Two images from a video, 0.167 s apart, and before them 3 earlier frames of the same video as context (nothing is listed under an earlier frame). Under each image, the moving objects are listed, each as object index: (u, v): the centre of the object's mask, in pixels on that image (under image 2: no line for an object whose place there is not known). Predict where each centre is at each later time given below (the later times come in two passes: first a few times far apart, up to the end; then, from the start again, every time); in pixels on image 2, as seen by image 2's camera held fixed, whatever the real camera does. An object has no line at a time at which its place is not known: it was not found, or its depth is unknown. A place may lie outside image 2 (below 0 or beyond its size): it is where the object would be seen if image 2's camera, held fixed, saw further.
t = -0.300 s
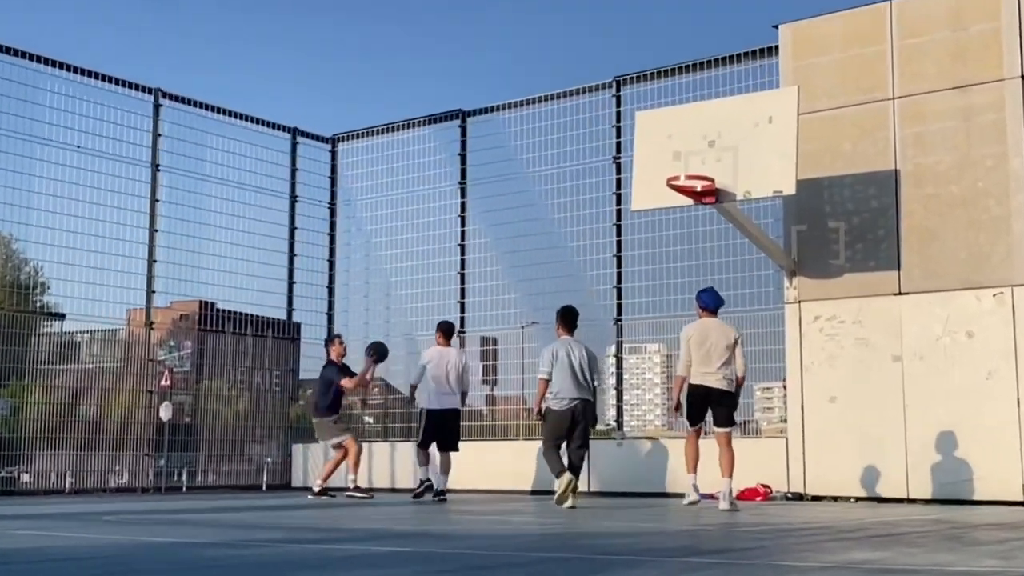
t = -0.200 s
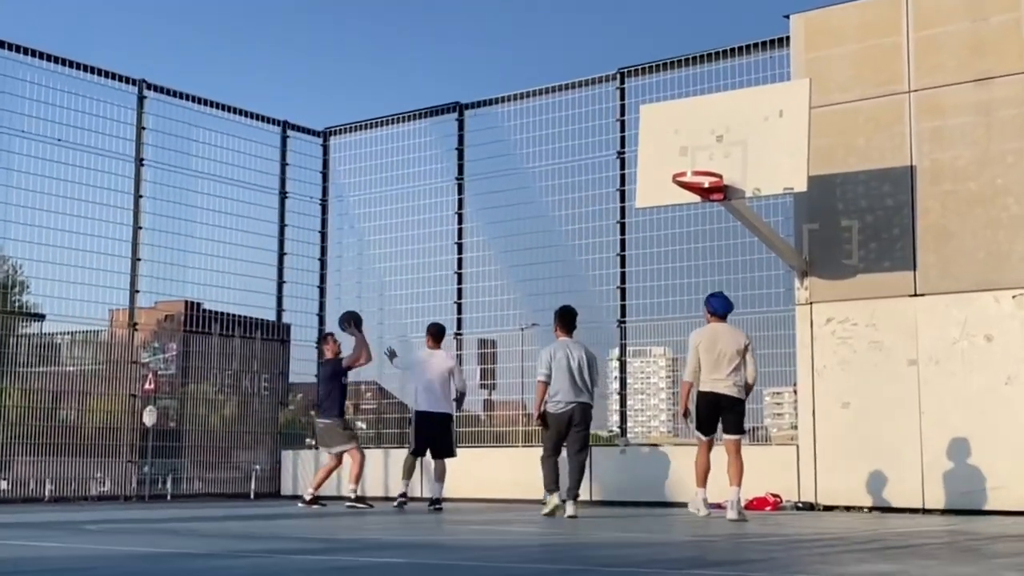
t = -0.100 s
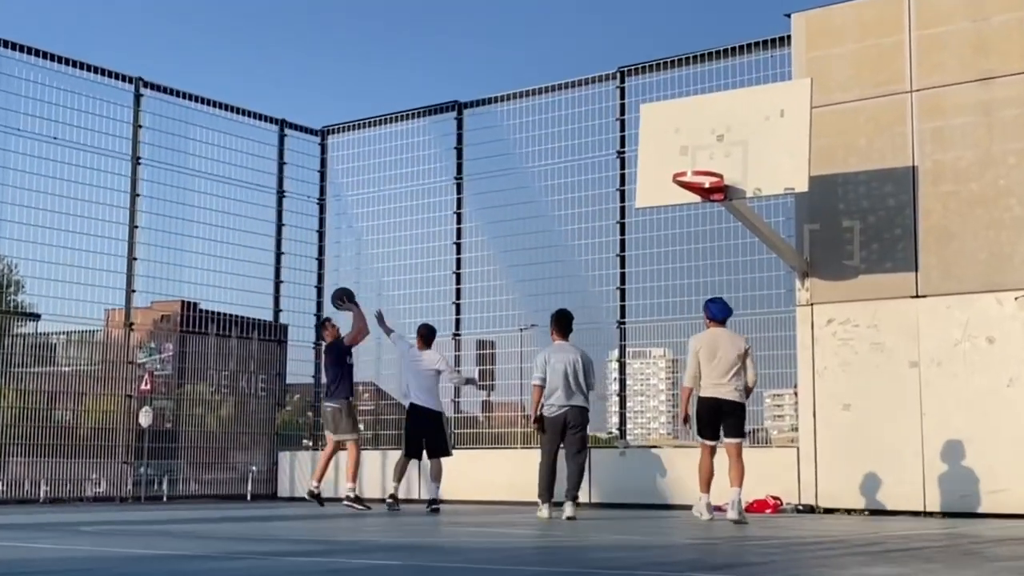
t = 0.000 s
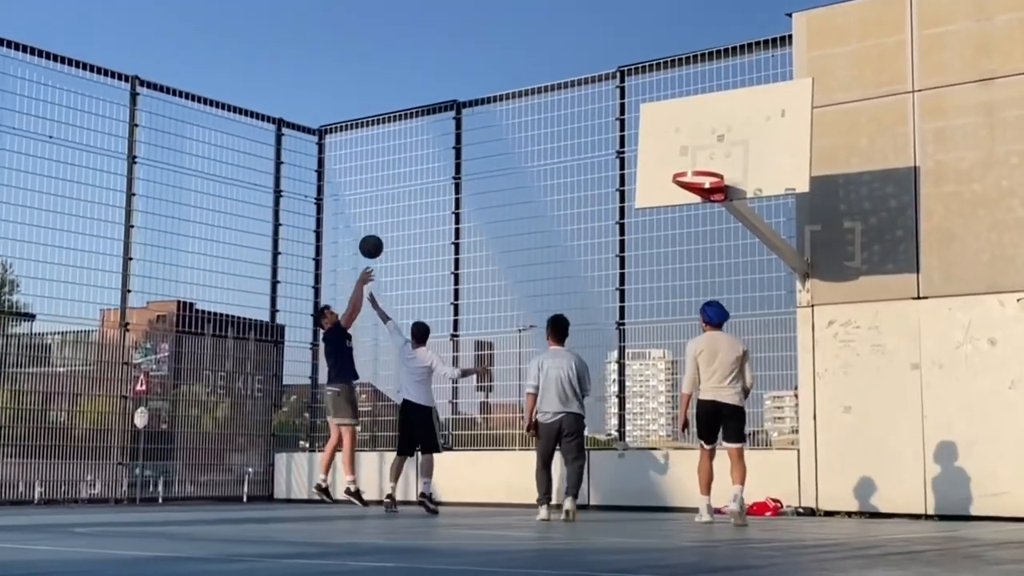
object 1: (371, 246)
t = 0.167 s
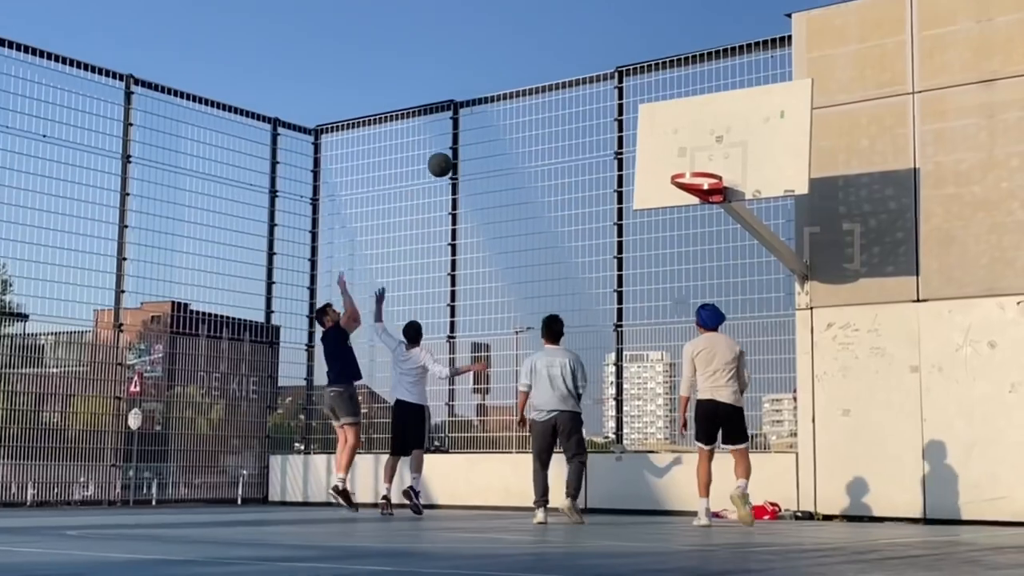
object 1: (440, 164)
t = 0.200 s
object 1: (455, 151)
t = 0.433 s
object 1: (558, 85)
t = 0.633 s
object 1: (649, 71)
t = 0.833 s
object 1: (745, 98)
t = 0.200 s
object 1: (455, 151)
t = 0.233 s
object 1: (469, 138)
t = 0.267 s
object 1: (483, 127)
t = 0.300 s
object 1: (498, 117)
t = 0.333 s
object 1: (513, 108)
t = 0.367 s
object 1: (528, 98)
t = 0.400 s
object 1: (542, 91)
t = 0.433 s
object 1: (558, 85)
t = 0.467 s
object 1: (572, 80)
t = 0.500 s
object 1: (587, 76)
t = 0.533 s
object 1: (602, 73)
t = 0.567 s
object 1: (618, 71)
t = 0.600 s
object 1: (634, 70)
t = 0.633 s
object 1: (649, 71)
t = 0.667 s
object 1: (665, 72)
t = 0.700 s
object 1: (680, 76)
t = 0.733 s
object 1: (697, 79)
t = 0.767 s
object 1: (713, 83)
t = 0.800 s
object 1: (729, 90)
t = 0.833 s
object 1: (745, 98)
